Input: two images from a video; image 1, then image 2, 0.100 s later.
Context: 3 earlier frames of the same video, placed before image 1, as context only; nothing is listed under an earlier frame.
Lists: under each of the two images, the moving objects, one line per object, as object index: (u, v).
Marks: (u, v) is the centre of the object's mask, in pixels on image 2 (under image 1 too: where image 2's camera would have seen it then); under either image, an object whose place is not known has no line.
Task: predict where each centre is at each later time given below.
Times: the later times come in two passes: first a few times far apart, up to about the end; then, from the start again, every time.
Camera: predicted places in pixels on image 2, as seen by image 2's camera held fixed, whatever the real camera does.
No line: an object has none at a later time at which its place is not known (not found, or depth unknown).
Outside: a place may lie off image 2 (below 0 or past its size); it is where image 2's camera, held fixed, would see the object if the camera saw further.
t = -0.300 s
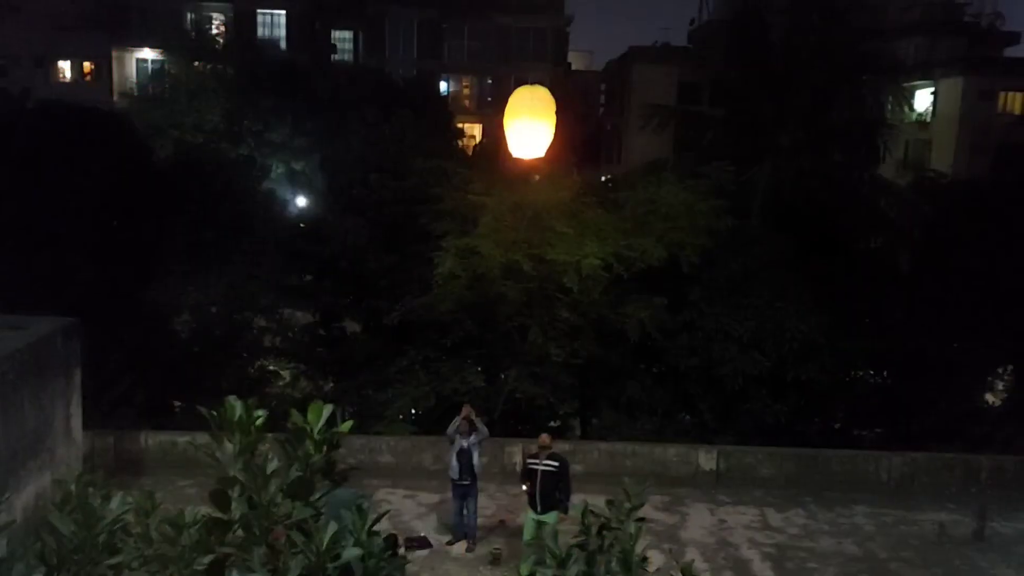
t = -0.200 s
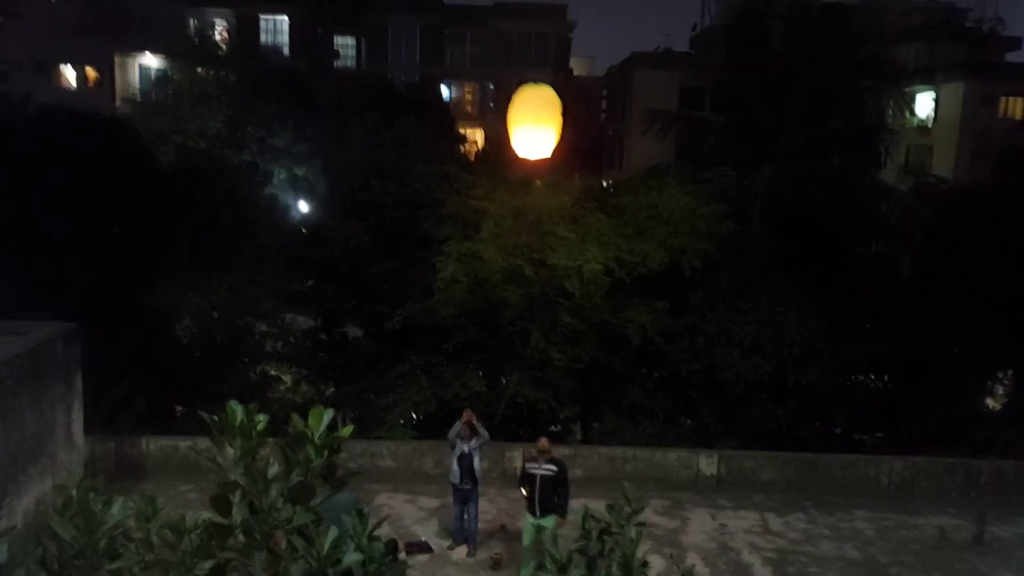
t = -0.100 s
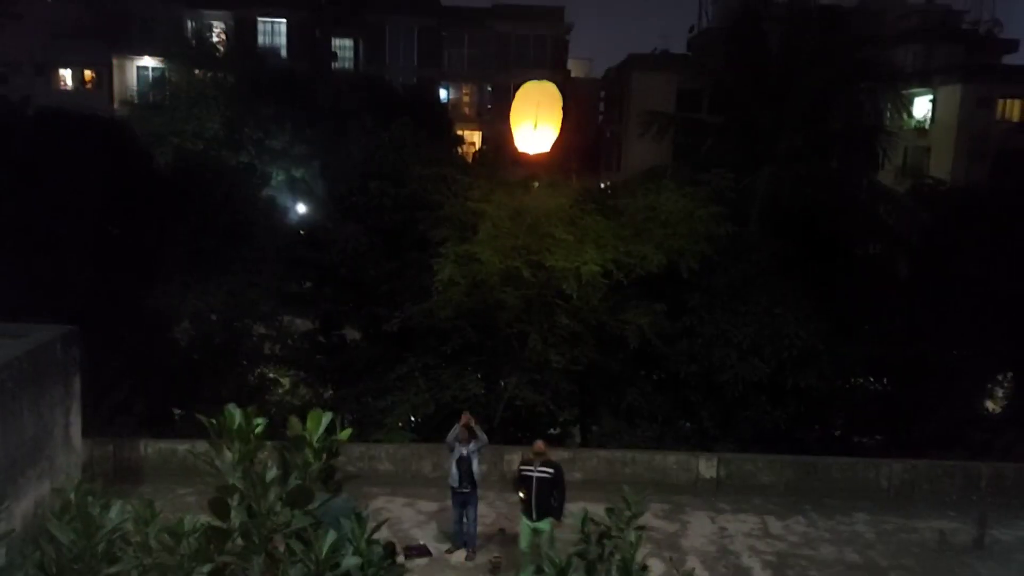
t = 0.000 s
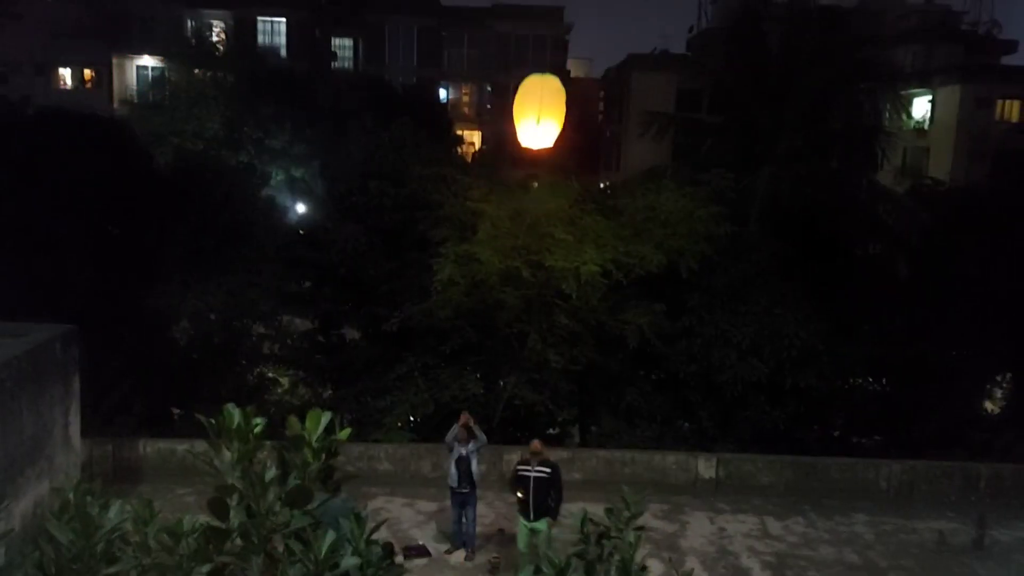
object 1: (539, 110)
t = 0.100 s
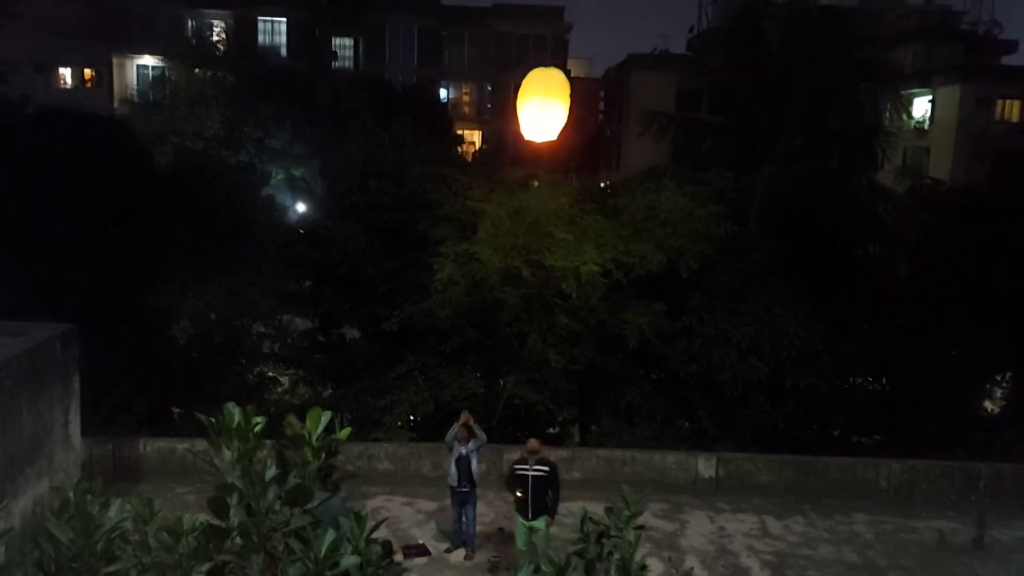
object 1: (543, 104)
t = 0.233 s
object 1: (548, 96)
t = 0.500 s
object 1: (558, 80)
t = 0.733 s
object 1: (567, 64)
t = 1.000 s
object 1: (578, 46)
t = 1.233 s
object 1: (588, 29)
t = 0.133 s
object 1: (544, 102)
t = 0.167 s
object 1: (546, 100)
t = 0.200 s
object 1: (547, 98)
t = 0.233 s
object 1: (548, 96)
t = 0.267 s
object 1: (549, 94)
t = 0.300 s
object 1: (551, 92)
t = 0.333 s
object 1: (552, 90)
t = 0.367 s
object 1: (553, 88)
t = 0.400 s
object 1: (554, 86)
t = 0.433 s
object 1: (556, 84)
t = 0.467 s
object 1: (557, 82)
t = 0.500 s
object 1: (558, 80)
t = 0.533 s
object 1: (559, 77)
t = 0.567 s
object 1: (561, 75)
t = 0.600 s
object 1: (562, 73)
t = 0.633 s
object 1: (564, 71)
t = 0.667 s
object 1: (565, 69)
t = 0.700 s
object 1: (566, 67)
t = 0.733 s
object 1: (567, 64)
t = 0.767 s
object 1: (568, 62)
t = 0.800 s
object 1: (570, 60)
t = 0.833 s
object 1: (571, 58)
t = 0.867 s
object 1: (573, 55)
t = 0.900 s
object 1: (574, 53)
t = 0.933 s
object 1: (576, 51)
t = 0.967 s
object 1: (577, 49)
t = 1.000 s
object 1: (578, 46)
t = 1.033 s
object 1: (579, 44)
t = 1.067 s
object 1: (581, 42)
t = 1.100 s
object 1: (582, 40)
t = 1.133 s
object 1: (584, 37)
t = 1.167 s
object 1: (587, 35)
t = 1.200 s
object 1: (587, 32)
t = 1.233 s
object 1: (588, 29)
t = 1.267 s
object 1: (590, 28)
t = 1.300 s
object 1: (591, 25)
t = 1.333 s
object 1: (594, 21)
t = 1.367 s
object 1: (595, 18)
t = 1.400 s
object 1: (596, 17)
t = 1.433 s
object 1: (599, 15)
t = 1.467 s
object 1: (600, 11)
